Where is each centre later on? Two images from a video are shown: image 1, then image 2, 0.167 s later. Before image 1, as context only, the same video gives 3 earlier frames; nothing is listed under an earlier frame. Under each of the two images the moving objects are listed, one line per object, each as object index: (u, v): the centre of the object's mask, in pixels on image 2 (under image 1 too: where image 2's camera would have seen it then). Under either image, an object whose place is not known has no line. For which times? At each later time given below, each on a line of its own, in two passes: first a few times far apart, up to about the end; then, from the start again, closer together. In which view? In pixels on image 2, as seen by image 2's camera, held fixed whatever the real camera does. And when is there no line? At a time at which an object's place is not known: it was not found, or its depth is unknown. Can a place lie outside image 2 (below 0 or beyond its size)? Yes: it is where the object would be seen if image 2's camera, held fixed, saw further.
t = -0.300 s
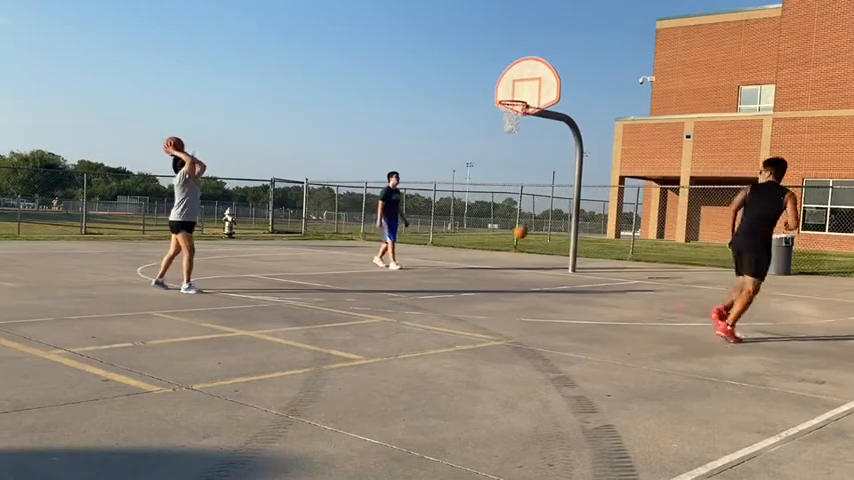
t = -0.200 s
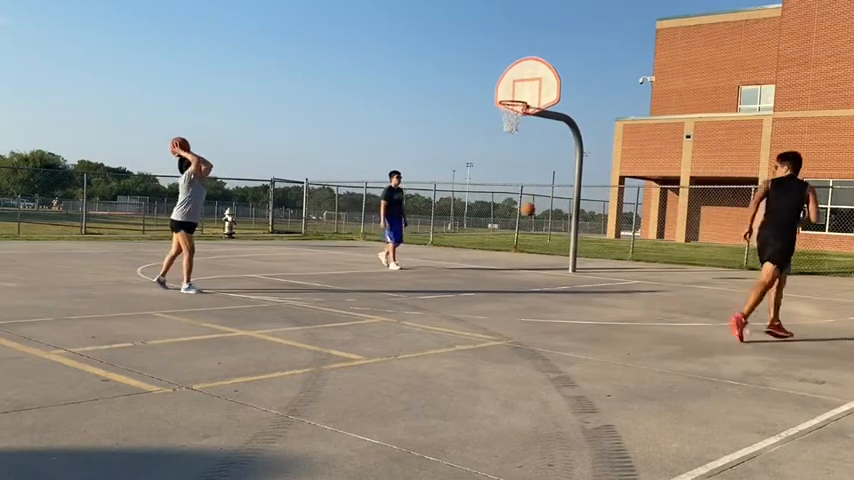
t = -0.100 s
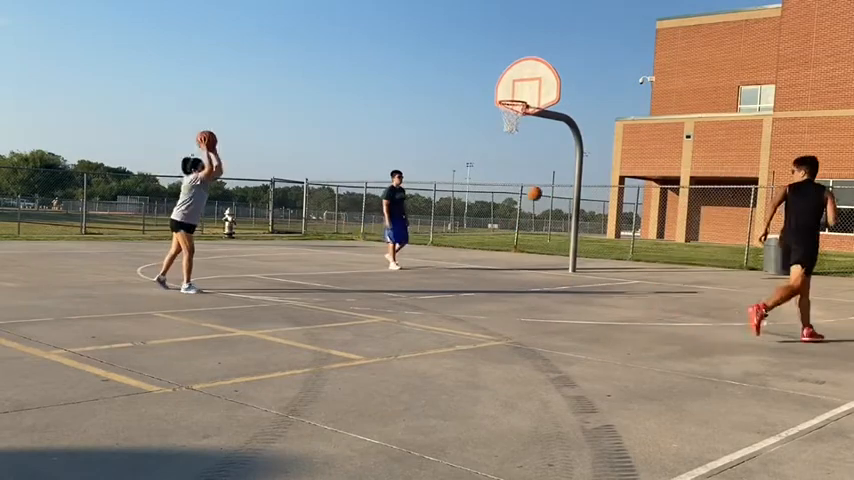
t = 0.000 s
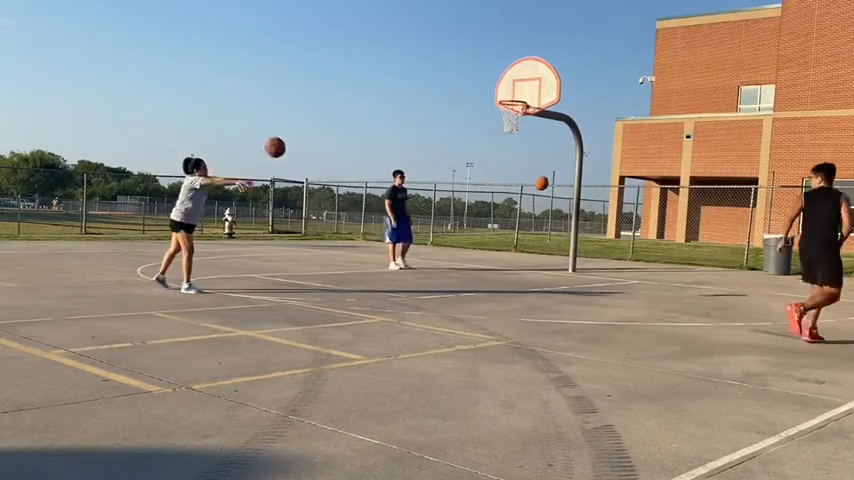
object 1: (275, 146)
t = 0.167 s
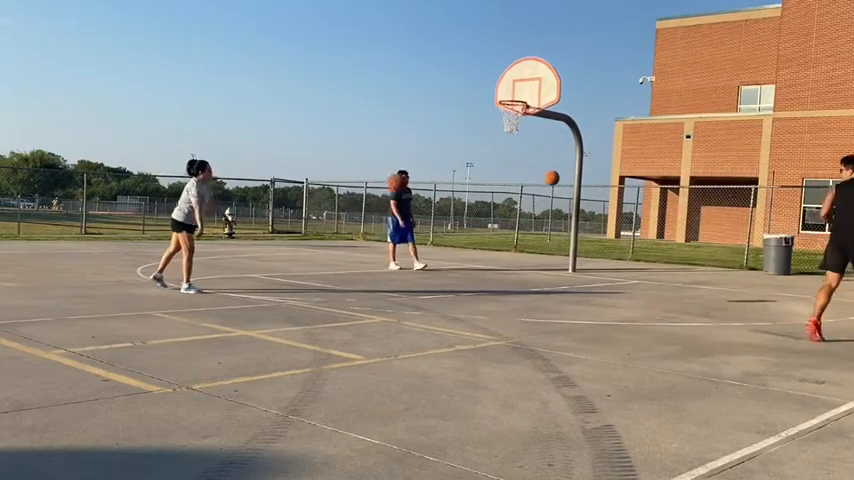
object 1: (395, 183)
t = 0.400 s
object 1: (567, 273)
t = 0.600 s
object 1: (672, 262)
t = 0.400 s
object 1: (567, 273)
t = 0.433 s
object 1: (592, 290)
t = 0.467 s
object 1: (616, 306)
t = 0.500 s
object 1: (630, 296)
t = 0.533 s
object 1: (644, 283)
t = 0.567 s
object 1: (658, 272)
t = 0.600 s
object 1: (672, 262)
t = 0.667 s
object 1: (701, 242)
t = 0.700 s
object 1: (717, 235)
